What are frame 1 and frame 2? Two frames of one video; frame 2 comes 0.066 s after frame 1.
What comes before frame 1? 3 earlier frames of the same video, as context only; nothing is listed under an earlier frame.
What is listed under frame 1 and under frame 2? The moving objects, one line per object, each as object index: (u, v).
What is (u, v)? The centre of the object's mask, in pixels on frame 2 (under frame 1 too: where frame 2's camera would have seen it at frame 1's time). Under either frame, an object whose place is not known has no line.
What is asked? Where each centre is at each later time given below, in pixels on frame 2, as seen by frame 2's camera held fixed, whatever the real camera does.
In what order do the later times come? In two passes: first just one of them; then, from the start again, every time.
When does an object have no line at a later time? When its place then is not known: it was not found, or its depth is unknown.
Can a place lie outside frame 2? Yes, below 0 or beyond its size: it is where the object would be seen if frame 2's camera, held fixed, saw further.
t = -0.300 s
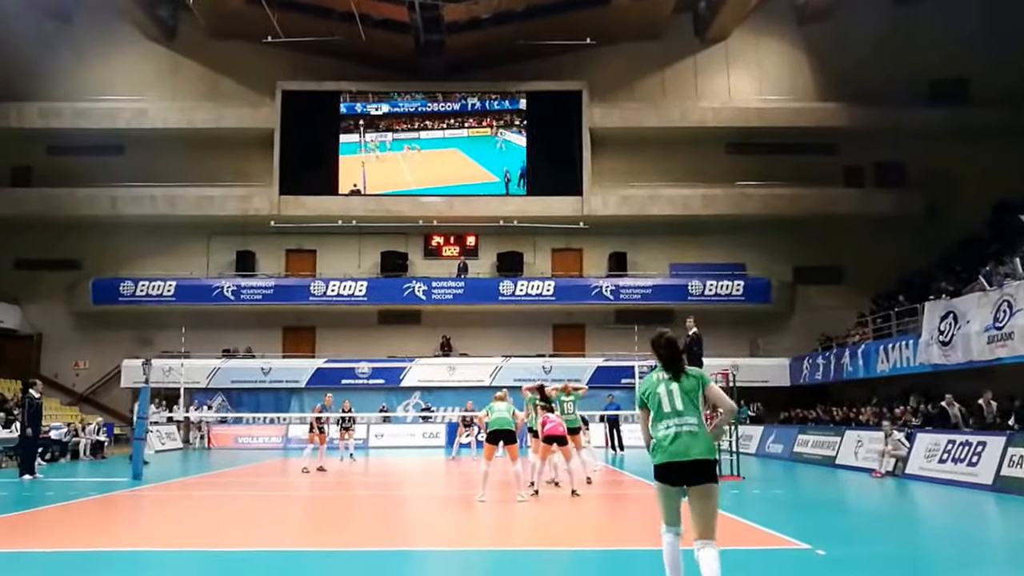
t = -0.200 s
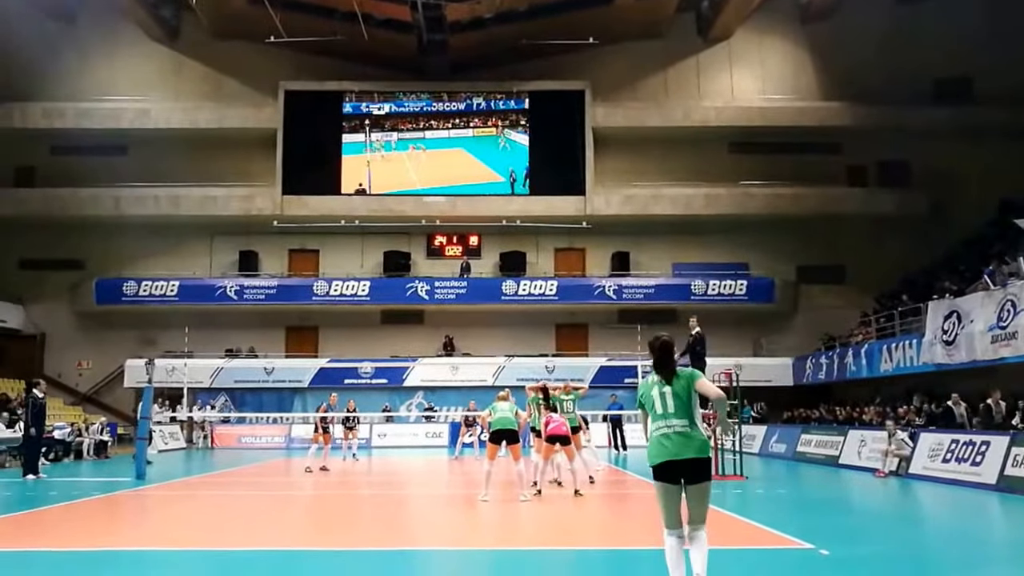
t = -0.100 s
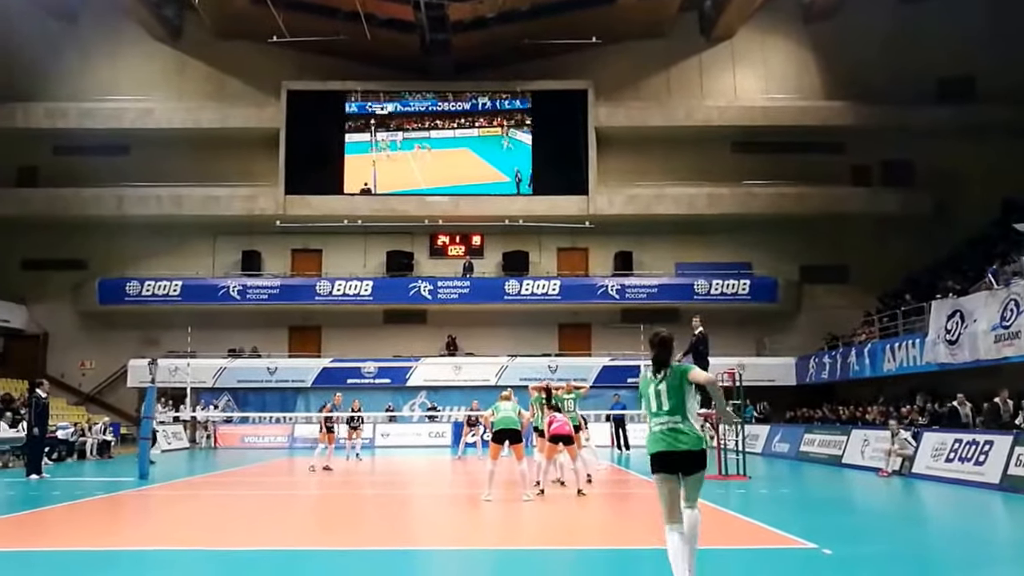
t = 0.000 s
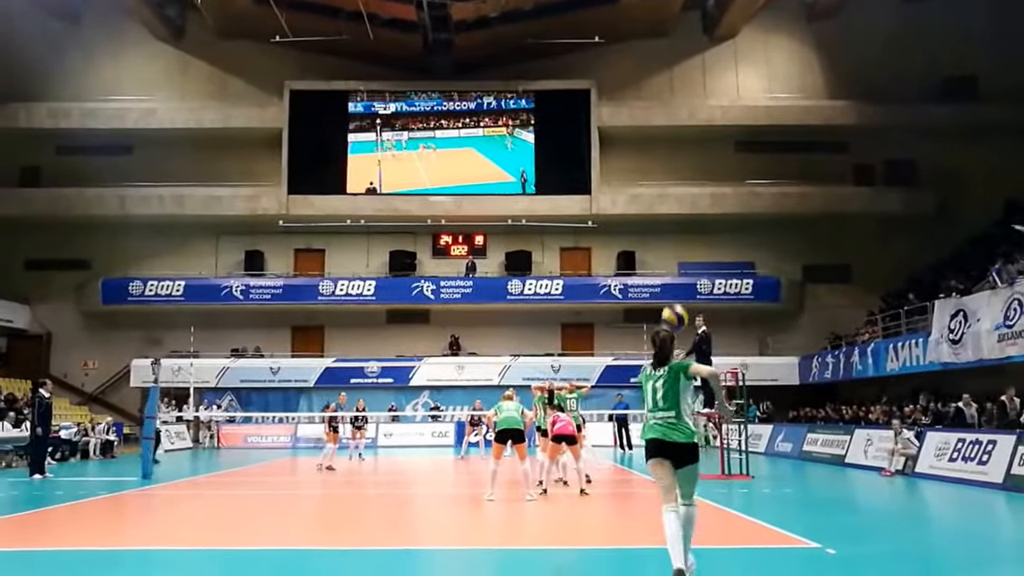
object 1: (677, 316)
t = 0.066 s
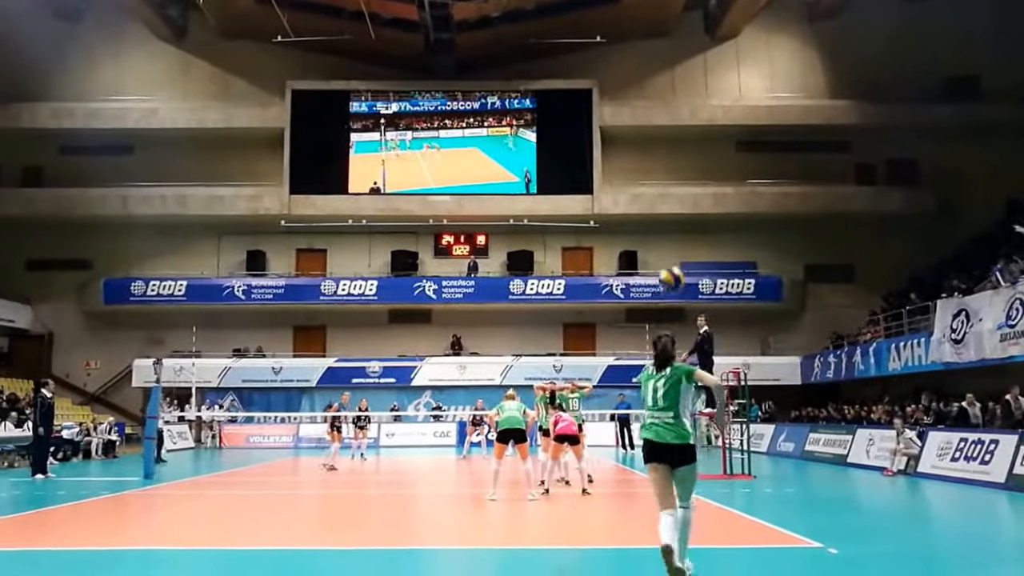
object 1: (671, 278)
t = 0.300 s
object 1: (658, 200)
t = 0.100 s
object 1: (669, 261)
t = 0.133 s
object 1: (666, 247)
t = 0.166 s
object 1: (663, 235)
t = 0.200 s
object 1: (661, 225)
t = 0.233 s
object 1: (660, 215)
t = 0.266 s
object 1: (659, 207)
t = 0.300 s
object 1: (658, 200)
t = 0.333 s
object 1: (657, 194)
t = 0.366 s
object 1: (654, 190)
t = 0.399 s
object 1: (652, 187)
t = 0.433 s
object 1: (651, 185)
